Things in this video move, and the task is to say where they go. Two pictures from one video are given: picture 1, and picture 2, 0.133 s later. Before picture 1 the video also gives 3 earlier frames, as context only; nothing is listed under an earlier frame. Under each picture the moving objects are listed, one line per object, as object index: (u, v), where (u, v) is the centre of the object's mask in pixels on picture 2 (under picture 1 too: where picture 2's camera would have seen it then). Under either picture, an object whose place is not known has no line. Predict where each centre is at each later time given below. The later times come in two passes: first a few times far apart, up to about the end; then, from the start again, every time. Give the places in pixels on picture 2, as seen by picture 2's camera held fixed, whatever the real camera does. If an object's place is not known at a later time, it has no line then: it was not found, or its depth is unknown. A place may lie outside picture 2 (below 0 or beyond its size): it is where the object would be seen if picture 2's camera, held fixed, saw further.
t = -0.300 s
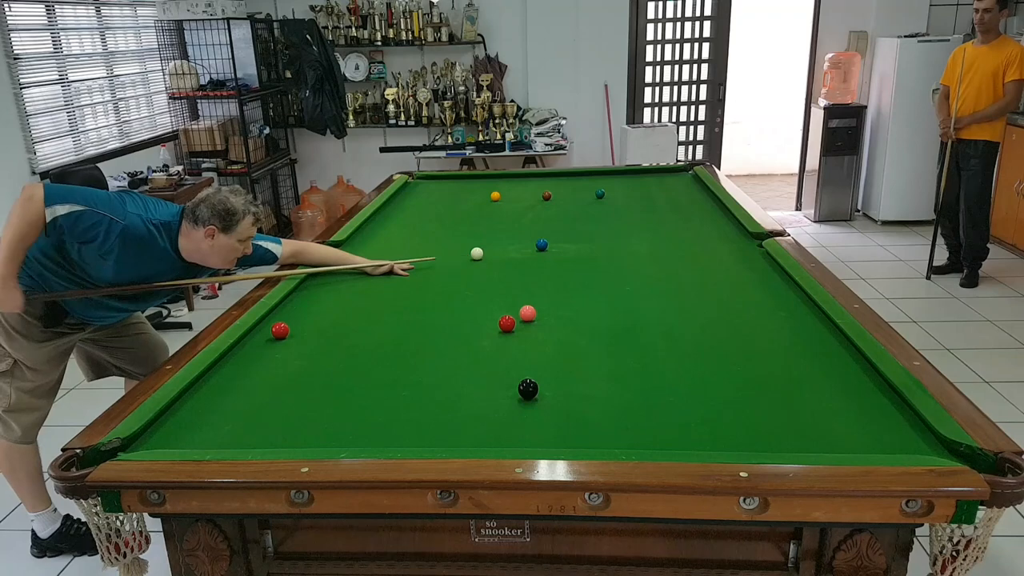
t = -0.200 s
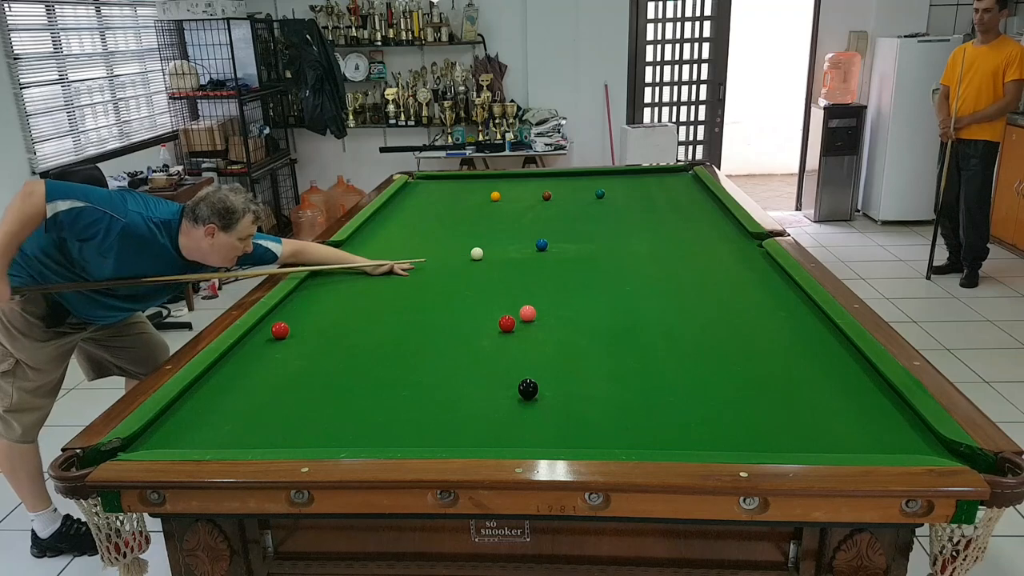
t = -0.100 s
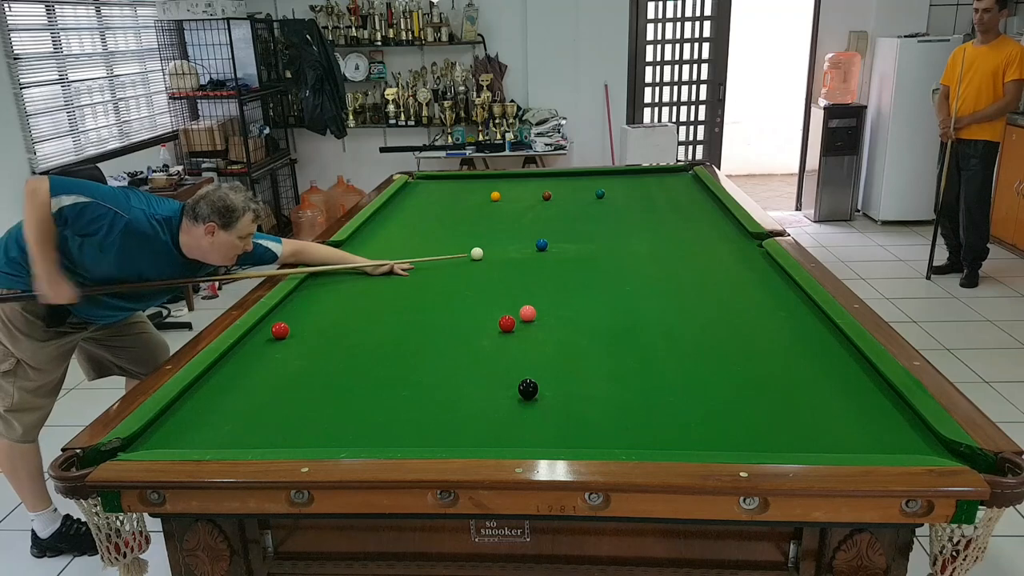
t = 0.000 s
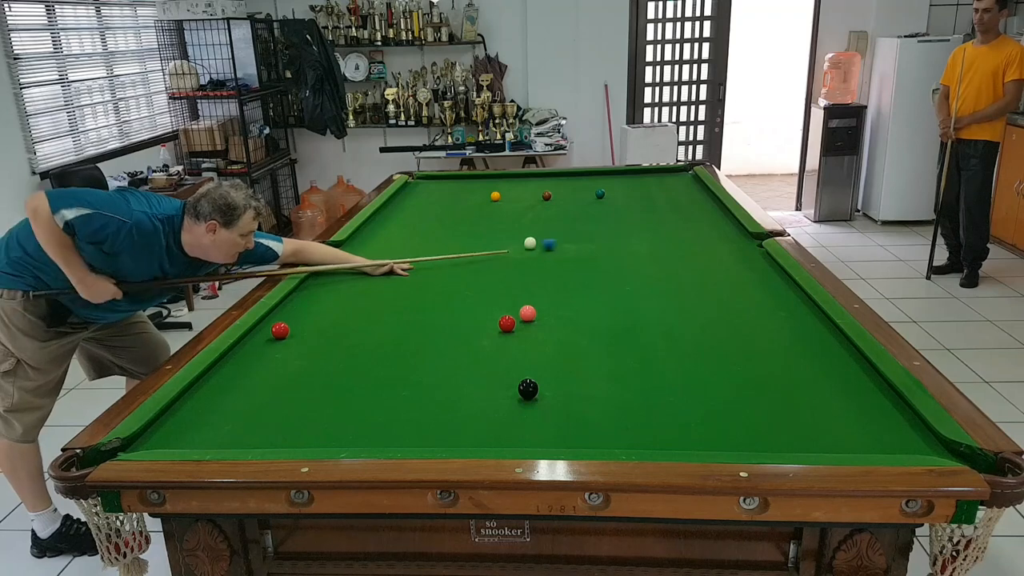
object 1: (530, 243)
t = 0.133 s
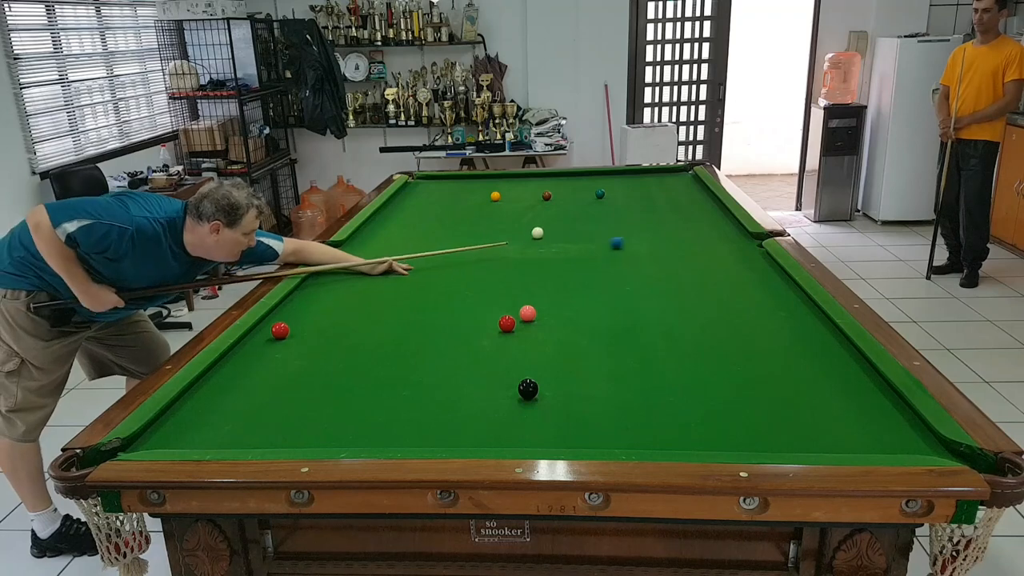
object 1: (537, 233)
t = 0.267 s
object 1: (546, 225)
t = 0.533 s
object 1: (564, 210)
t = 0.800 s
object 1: (578, 198)
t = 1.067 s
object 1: (590, 187)
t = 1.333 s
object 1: (601, 178)
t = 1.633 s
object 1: (622, 173)
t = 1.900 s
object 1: (657, 177)
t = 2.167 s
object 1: (693, 181)
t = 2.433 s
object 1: (679, 186)
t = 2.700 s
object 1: (659, 192)
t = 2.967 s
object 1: (638, 198)
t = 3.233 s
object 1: (617, 203)
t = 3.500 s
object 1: (596, 209)
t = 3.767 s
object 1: (574, 215)
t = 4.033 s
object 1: (553, 221)
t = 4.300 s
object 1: (532, 226)
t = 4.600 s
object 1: (508, 232)
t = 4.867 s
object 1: (488, 238)
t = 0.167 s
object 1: (539, 231)
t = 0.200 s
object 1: (542, 229)
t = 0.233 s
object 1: (544, 227)
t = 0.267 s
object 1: (546, 225)
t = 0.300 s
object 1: (549, 223)
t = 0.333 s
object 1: (551, 221)
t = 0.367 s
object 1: (553, 219)
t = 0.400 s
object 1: (556, 217)
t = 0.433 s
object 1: (557, 215)
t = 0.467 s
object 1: (560, 214)
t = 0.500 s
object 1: (562, 212)
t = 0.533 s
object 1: (564, 210)
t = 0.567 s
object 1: (566, 209)
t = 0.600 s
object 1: (567, 207)
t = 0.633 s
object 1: (569, 205)
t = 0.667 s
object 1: (571, 204)
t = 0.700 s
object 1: (573, 202)
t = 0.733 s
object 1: (575, 201)
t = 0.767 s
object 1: (576, 199)
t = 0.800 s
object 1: (578, 198)
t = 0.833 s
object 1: (580, 196)
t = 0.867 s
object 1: (581, 195)
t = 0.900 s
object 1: (583, 194)
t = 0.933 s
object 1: (584, 192)
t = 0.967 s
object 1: (586, 191)
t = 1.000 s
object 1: (587, 189)
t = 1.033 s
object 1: (588, 188)
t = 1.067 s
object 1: (590, 187)
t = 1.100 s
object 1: (591, 186)
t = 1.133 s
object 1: (593, 185)
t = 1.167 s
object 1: (594, 184)
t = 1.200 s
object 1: (595, 182)
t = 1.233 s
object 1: (597, 181)
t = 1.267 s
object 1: (598, 180)
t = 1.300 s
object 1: (599, 179)
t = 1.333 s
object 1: (601, 178)
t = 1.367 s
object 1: (602, 177)
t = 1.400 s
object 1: (603, 176)
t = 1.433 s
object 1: (604, 175)
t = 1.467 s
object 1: (605, 174)
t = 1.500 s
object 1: (606, 173)
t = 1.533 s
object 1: (608, 172)
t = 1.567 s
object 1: (613, 172)
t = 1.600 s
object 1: (617, 173)
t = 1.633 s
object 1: (622, 173)
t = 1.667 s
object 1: (626, 174)
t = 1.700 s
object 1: (630, 174)
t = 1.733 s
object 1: (634, 175)
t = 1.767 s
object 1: (639, 175)
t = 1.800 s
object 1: (643, 176)
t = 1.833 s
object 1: (648, 176)
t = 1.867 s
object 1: (652, 176)
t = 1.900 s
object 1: (657, 177)
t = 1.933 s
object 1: (661, 177)
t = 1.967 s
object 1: (666, 178)
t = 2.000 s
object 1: (670, 178)
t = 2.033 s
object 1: (675, 179)
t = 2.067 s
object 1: (679, 179)
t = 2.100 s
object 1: (684, 179)
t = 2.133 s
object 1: (689, 180)
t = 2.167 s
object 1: (693, 181)
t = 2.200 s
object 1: (697, 181)
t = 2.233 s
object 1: (695, 181)
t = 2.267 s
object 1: (692, 182)
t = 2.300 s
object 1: (690, 183)
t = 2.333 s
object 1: (687, 184)
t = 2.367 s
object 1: (684, 185)
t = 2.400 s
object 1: (682, 185)
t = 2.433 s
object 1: (679, 186)
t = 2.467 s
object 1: (677, 187)
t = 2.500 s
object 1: (674, 187)
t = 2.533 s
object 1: (672, 188)
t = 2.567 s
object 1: (669, 189)
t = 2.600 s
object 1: (666, 190)
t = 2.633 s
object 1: (664, 190)
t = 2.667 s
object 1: (661, 191)
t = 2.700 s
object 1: (659, 192)
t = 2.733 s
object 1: (656, 193)
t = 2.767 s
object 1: (653, 193)
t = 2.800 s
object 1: (651, 194)
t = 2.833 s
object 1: (648, 195)
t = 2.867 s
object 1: (646, 195)
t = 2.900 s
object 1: (643, 196)
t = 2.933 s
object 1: (640, 197)
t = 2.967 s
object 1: (638, 198)
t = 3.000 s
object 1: (635, 198)
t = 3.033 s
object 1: (633, 199)
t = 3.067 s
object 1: (630, 200)
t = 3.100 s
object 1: (627, 200)
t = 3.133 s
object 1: (625, 201)
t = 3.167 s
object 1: (622, 202)
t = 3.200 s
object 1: (619, 203)
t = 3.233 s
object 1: (617, 203)
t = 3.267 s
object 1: (614, 204)
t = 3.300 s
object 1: (612, 205)
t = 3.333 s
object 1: (609, 206)
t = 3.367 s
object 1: (606, 206)
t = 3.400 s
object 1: (603, 207)
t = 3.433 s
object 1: (601, 207)
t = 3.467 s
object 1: (598, 209)
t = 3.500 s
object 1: (596, 209)
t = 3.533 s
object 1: (593, 210)
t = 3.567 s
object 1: (590, 211)
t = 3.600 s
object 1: (588, 212)
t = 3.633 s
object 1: (585, 212)
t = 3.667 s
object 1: (582, 213)
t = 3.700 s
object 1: (579, 214)
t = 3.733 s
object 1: (577, 214)
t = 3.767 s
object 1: (574, 215)
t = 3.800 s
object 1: (571, 216)
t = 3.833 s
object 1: (569, 216)
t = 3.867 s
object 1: (566, 217)
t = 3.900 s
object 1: (563, 218)
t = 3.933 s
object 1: (561, 219)
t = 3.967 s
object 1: (558, 219)
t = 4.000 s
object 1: (556, 220)
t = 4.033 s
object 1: (553, 221)
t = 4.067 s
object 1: (550, 221)
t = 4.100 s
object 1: (548, 222)
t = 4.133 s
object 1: (545, 223)
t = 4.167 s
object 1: (542, 223)
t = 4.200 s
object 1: (540, 224)
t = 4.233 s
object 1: (537, 225)
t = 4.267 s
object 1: (534, 226)
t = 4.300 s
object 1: (532, 226)
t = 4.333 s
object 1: (529, 227)
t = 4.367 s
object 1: (526, 228)
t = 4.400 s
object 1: (524, 228)
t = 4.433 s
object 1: (521, 229)
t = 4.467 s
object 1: (518, 230)
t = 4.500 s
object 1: (516, 230)
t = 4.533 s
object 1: (513, 231)
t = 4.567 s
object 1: (511, 232)
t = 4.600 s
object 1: (508, 232)
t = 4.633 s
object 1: (505, 233)
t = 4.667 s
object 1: (503, 234)
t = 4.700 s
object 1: (500, 235)
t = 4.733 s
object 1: (498, 235)
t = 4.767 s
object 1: (495, 236)
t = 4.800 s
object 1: (493, 237)
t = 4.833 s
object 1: (490, 237)
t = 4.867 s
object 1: (488, 238)
